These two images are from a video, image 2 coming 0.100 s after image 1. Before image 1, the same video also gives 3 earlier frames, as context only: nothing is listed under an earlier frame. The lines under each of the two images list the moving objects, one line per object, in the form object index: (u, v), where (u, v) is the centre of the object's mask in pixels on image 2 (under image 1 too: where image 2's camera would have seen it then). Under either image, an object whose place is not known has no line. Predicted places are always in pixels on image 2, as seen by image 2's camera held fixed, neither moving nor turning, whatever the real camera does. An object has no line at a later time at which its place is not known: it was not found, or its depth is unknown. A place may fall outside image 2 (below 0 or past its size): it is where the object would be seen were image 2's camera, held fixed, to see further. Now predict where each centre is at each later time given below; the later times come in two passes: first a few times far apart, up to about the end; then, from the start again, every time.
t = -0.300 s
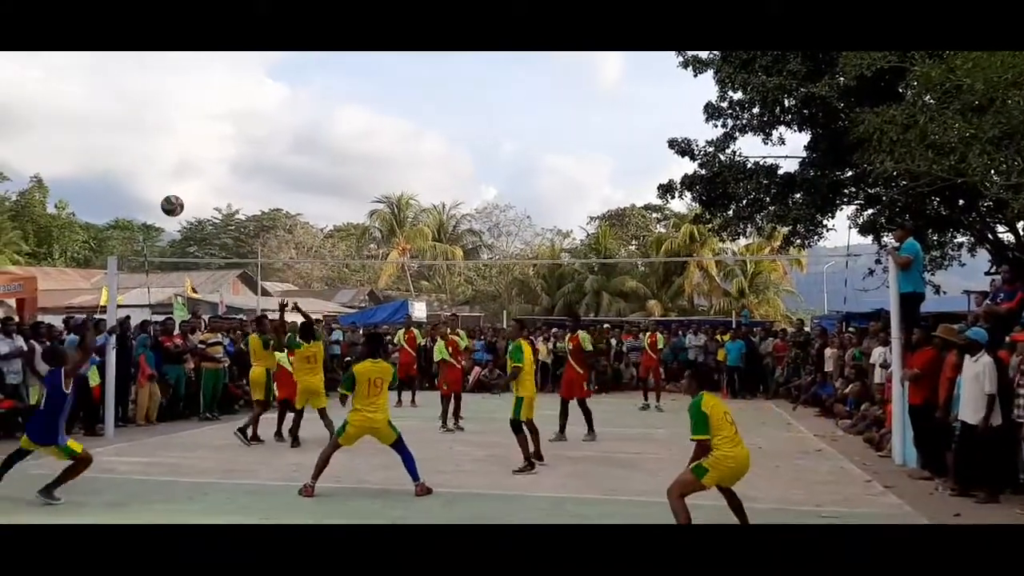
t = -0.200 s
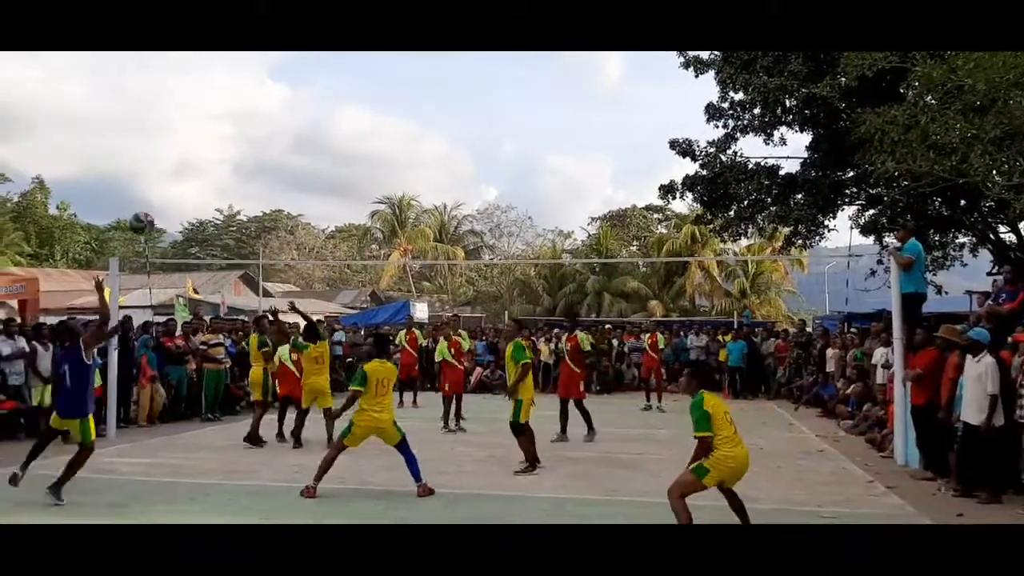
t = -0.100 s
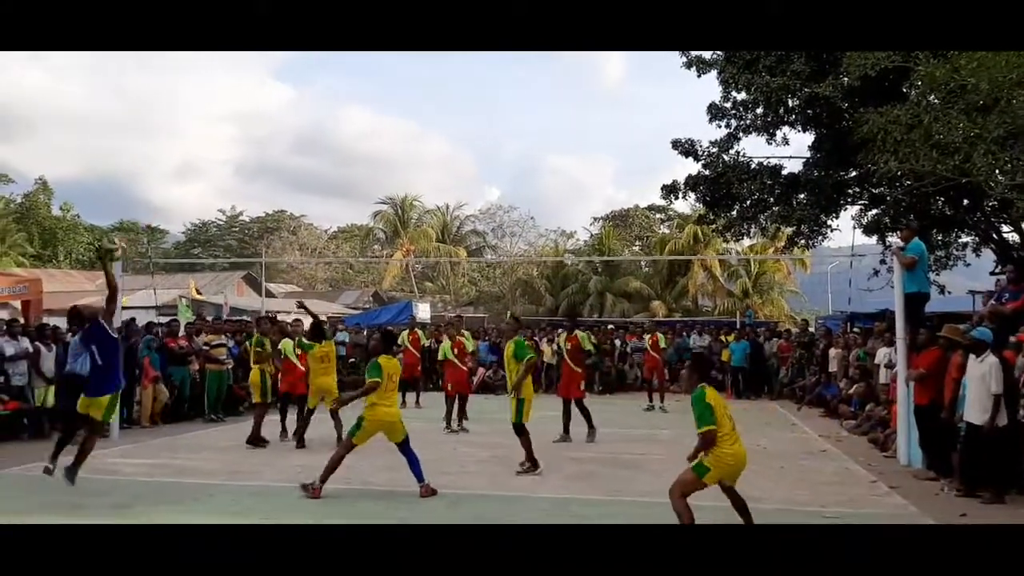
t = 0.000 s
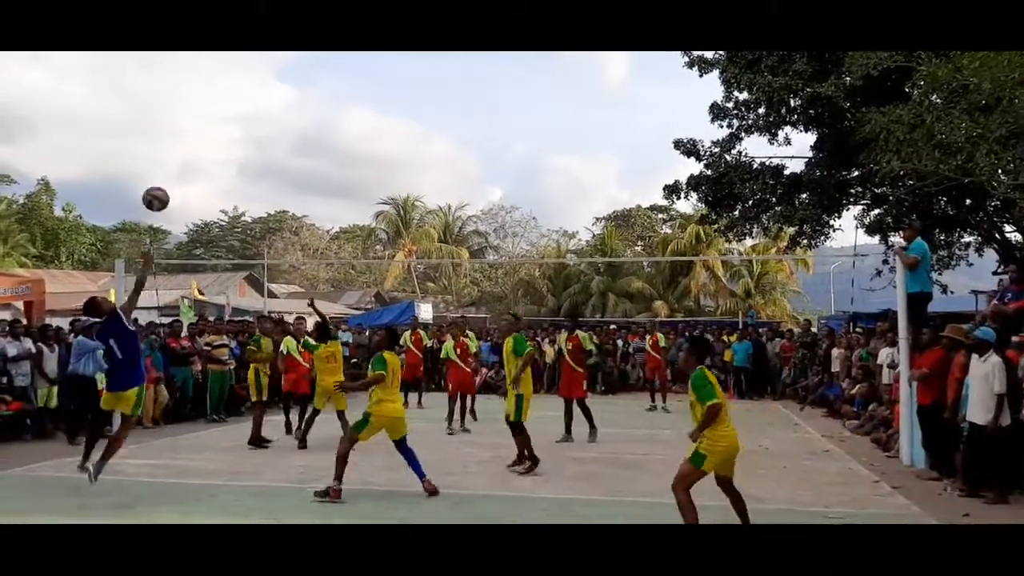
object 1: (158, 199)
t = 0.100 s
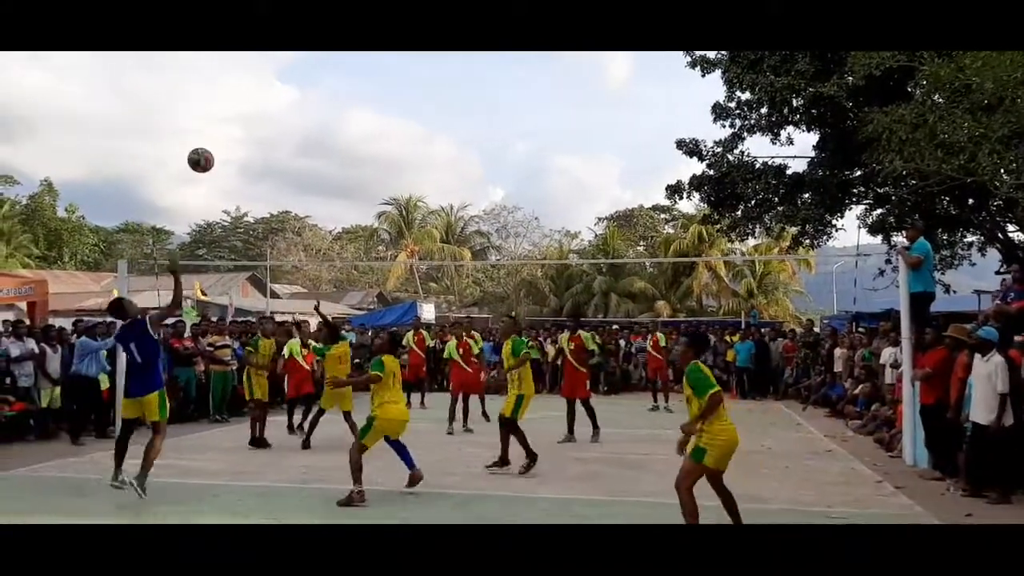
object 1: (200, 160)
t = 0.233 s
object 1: (256, 125)
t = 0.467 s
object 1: (351, 112)
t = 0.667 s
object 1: (432, 154)
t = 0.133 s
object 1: (214, 149)
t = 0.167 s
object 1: (229, 140)
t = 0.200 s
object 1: (242, 132)
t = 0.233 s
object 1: (256, 125)
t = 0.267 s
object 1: (269, 119)
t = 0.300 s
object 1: (283, 115)
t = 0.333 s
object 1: (297, 112)
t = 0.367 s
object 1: (310, 110)
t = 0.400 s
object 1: (324, 109)
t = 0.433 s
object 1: (337, 110)
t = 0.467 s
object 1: (351, 112)
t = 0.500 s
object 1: (364, 116)
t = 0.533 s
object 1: (378, 121)
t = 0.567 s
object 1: (391, 127)
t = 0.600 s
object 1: (405, 134)
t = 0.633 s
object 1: (418, 143)
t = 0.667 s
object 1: (432, 154)
